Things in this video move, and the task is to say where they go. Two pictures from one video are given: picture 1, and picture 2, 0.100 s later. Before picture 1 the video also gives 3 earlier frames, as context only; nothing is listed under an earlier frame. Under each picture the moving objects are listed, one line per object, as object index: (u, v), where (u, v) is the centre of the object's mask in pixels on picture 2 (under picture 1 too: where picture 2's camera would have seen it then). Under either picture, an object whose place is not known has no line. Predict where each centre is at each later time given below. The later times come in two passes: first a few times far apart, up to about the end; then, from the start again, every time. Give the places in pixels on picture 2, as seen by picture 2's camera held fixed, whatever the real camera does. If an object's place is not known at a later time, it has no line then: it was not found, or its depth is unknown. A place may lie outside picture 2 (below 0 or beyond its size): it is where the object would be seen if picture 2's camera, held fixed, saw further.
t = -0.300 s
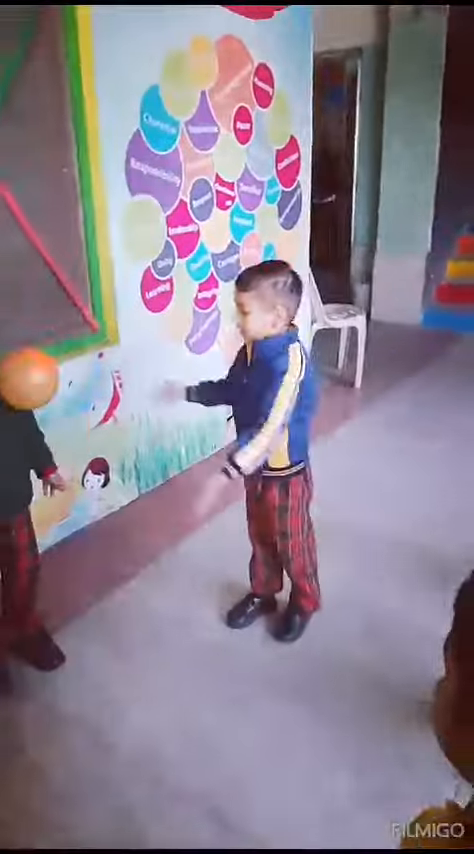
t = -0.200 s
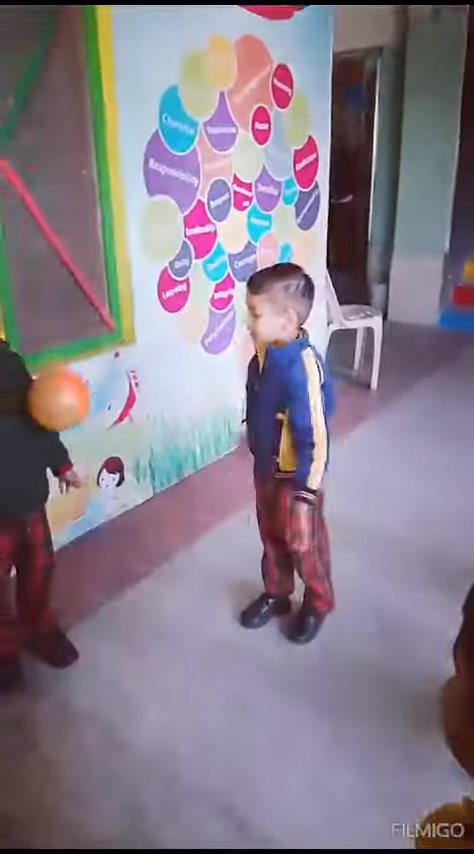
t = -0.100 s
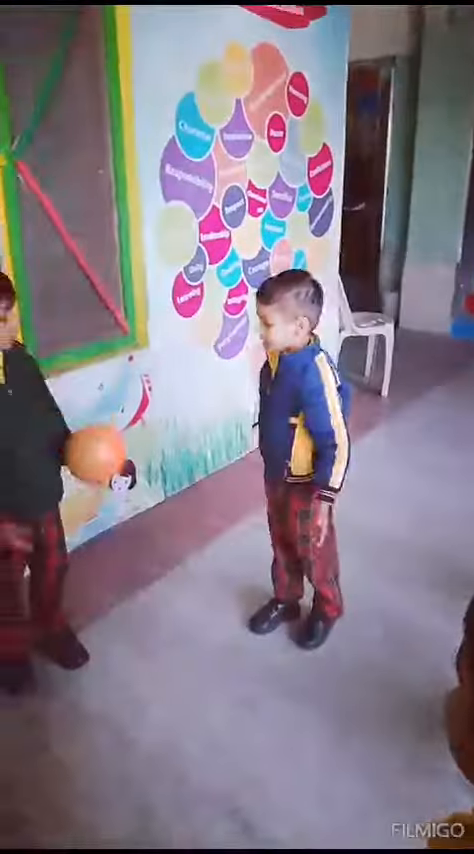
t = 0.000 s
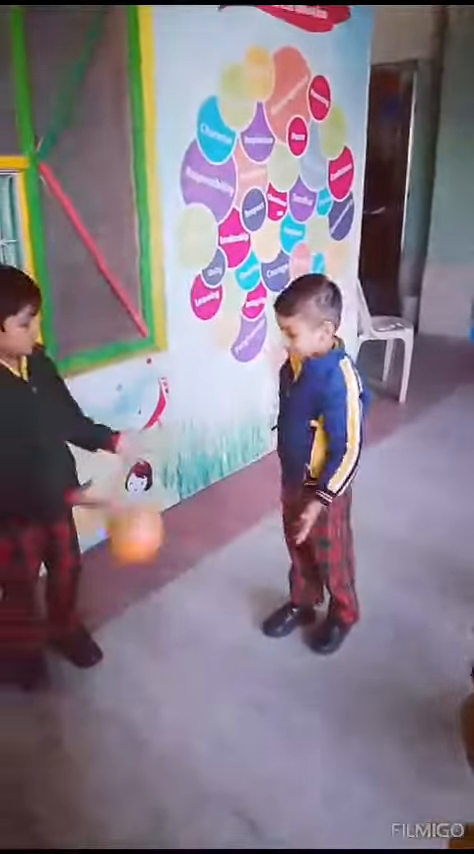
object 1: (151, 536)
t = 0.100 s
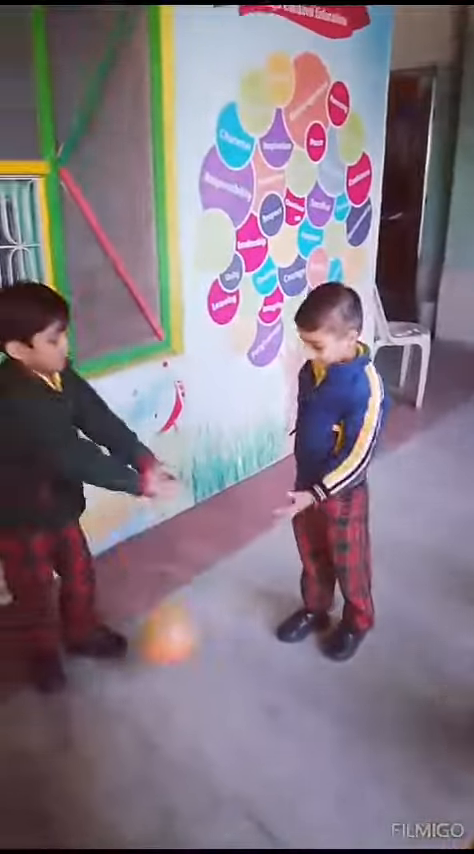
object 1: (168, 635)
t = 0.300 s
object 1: (199, 624)
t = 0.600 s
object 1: (246, 691)
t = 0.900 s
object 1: (303, 747)
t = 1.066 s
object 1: (332, 768)
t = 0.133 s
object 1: (172, 667)
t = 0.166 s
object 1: (174, 653)
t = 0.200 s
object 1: (180, 641)
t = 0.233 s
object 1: (187, 633)
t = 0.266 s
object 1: (192, 627)
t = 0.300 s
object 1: (199, 624)
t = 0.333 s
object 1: (204, 622)
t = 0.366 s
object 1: (208, 625)
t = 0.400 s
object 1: (215, 633)
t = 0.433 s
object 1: (218, 639)
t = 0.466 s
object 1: (224, 650)
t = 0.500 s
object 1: (232, 658)
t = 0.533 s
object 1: (236, 675)
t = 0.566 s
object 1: (241, 693)
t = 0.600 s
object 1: (246, 691)
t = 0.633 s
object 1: (255, 685)
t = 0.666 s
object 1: (259, 681)
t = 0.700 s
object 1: (266, 682)
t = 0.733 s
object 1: (270, 683)
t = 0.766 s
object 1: (276, 687)
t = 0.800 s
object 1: (283, 697)
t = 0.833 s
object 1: (289, 706)
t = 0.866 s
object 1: (297, 723)
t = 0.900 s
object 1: (303, 747)
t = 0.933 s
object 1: (307, 755)
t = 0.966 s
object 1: (312, 756)
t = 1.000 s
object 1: (318, 757)
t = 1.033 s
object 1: (324, 760)
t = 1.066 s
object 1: (332, 768)
